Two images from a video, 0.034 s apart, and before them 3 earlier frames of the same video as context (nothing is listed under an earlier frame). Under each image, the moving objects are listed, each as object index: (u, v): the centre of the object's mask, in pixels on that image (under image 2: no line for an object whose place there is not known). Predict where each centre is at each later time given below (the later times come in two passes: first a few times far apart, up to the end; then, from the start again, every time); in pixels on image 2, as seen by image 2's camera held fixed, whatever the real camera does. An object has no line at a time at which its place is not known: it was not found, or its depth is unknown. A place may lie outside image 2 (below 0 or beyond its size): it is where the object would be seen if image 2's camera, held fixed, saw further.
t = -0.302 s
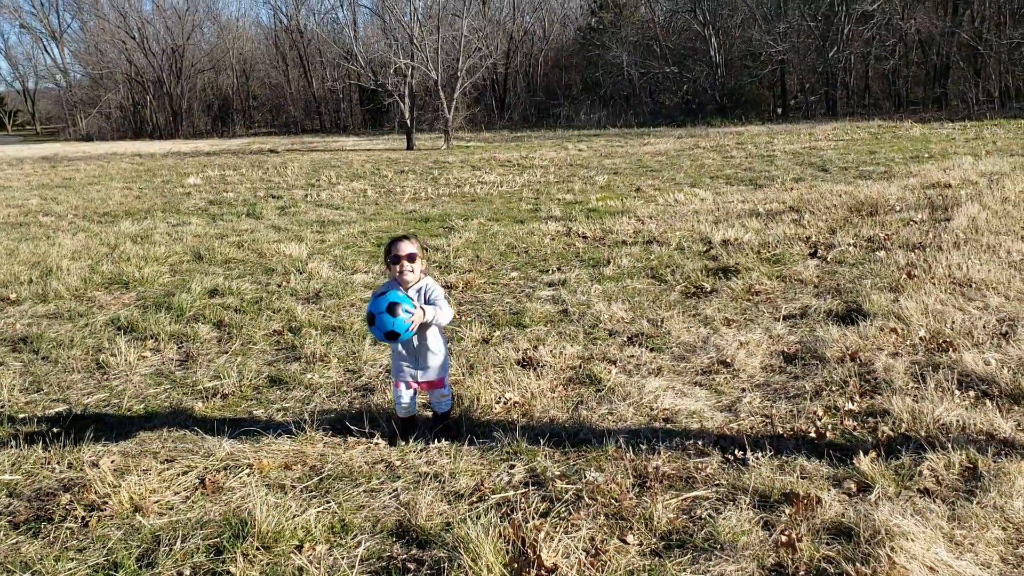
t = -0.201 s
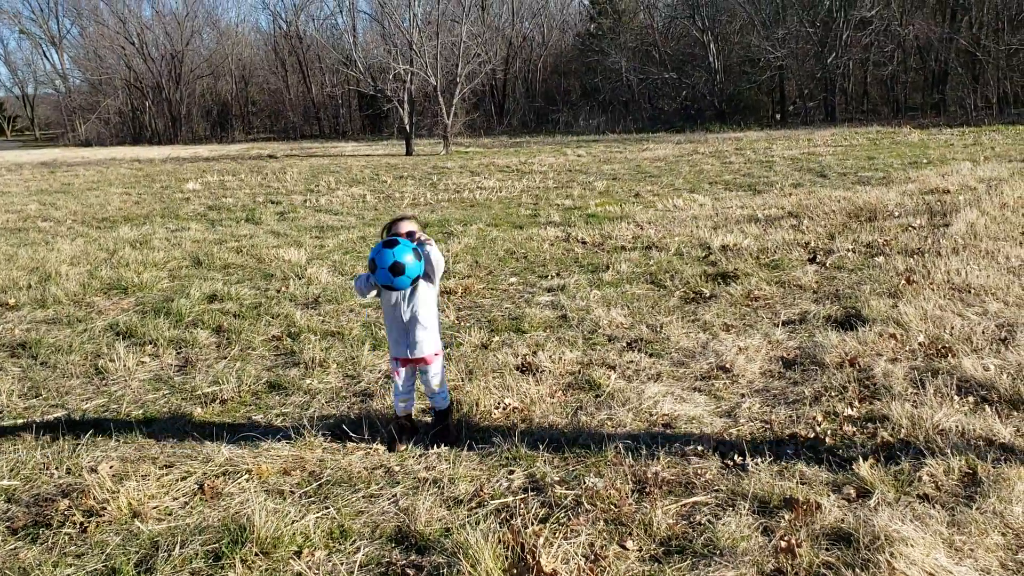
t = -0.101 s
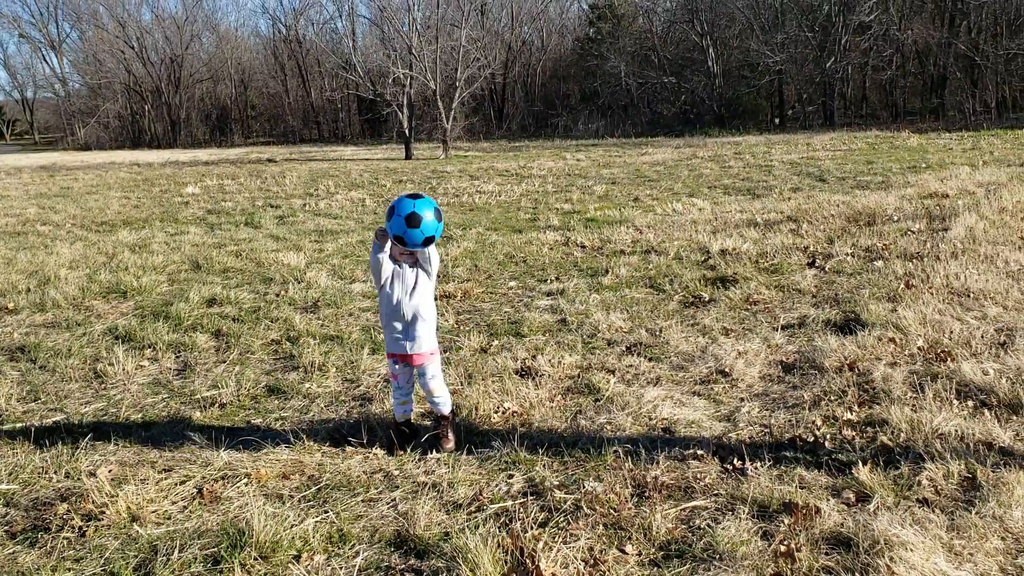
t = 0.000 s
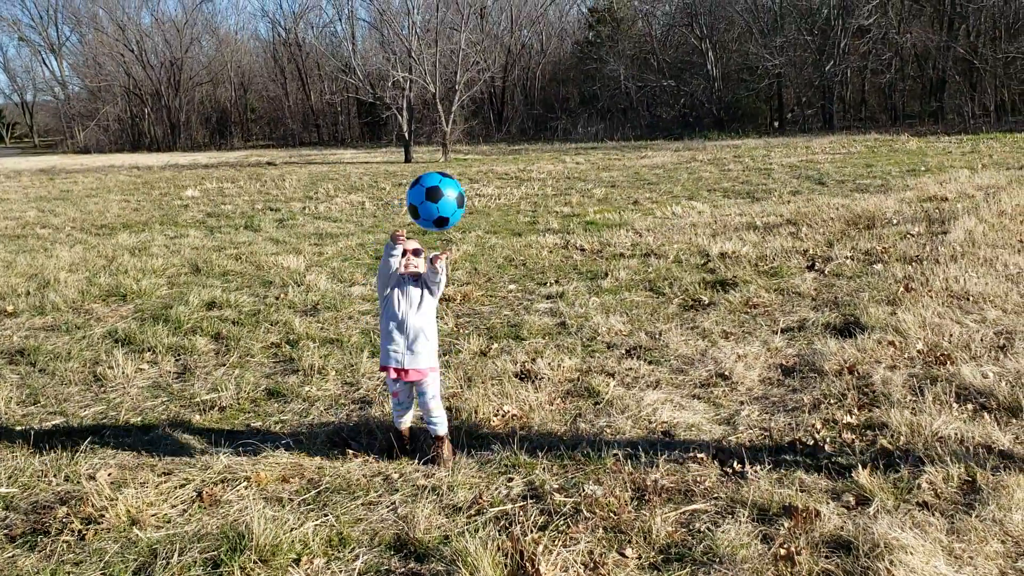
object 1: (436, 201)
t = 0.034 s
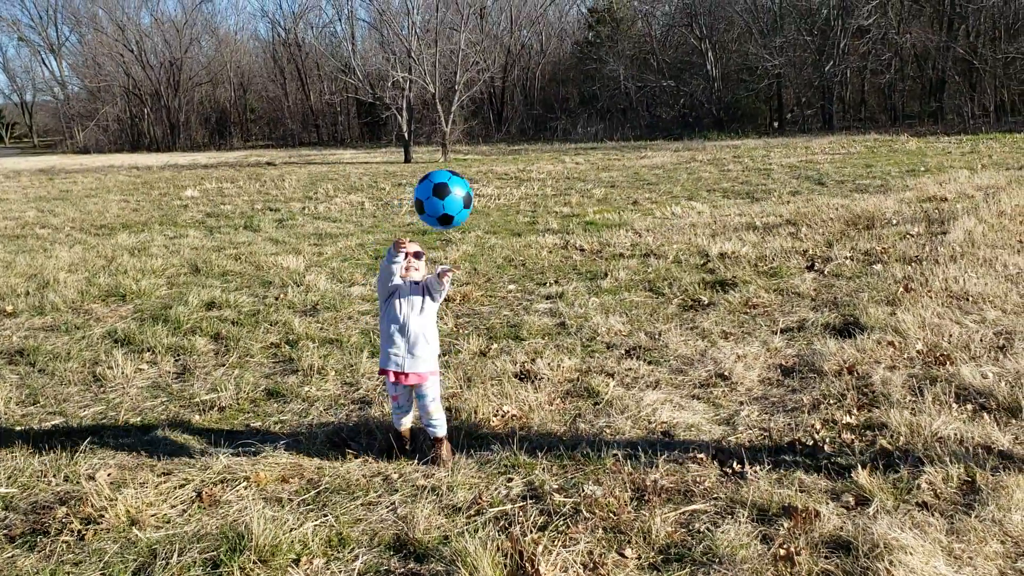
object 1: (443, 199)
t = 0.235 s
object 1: (492, 256)
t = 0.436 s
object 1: (540, 425)
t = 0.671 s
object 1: (552, 444)
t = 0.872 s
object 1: (543, 446)
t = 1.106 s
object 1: (550, 514)
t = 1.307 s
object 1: (570, 541)
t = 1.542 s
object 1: (568, 544)
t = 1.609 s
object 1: (568, 543)
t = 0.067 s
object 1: (451, 200)
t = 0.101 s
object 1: (459, 205)
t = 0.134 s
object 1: (467, 213)
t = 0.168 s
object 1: (475, 224)
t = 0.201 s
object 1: (484, 239)
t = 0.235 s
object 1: (492, 256)
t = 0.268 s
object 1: (500, 277)
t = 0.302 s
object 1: (508, 301)
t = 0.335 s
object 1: (517, 328)
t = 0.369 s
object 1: (525, 358)
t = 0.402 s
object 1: (533, 390)
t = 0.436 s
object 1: (540, 425)
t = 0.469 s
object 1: (548, 464)
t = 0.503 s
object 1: (555, 503)
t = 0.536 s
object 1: (556, 504)
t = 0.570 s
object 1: (555, 485)
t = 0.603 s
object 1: (554, 469)
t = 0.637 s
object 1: (553, 455)
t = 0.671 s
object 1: (552, 444)
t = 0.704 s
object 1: (550, 437)
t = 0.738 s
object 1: (548, 432)
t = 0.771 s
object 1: (547, 431)
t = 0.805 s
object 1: (546, 433)
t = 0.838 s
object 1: (545, 438)
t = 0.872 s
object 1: (543, 446)
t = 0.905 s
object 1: (542, 458)
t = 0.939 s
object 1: (541, 473)
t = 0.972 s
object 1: (540, 492)
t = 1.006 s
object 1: (539, 512)
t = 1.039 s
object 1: (541, 518)
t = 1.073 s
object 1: (545, 515)
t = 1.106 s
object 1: (550, 514)
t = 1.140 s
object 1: (554, 516)
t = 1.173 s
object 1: (558, 518)
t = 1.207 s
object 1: (561, 522)
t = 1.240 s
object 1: (564, 527)
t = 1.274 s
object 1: (567, 535)
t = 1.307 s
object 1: (570, 541)
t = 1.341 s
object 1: (573, 543)
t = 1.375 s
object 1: (573, 542)
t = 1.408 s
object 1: (572, 540)
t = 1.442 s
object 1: (571, 539)
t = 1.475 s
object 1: (569, 541)
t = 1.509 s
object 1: (568, 543)
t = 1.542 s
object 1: (568, 544)
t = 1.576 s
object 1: (567, 543)
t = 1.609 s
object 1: (568, 543)
